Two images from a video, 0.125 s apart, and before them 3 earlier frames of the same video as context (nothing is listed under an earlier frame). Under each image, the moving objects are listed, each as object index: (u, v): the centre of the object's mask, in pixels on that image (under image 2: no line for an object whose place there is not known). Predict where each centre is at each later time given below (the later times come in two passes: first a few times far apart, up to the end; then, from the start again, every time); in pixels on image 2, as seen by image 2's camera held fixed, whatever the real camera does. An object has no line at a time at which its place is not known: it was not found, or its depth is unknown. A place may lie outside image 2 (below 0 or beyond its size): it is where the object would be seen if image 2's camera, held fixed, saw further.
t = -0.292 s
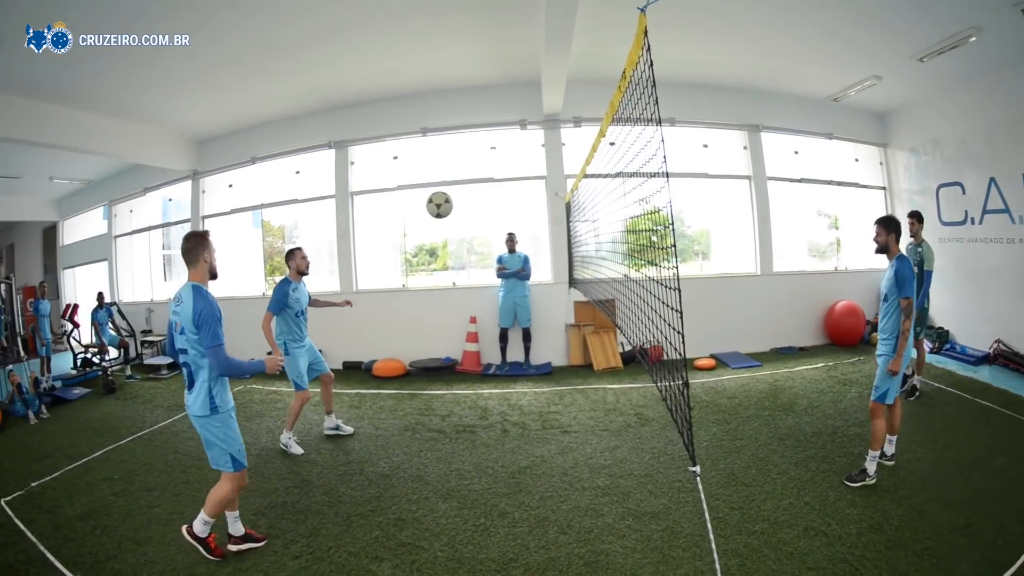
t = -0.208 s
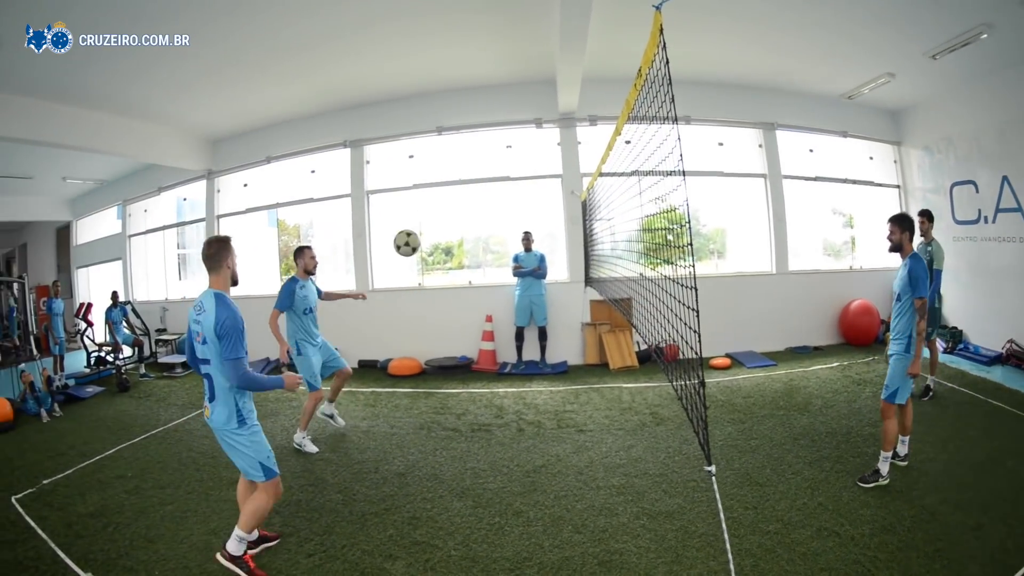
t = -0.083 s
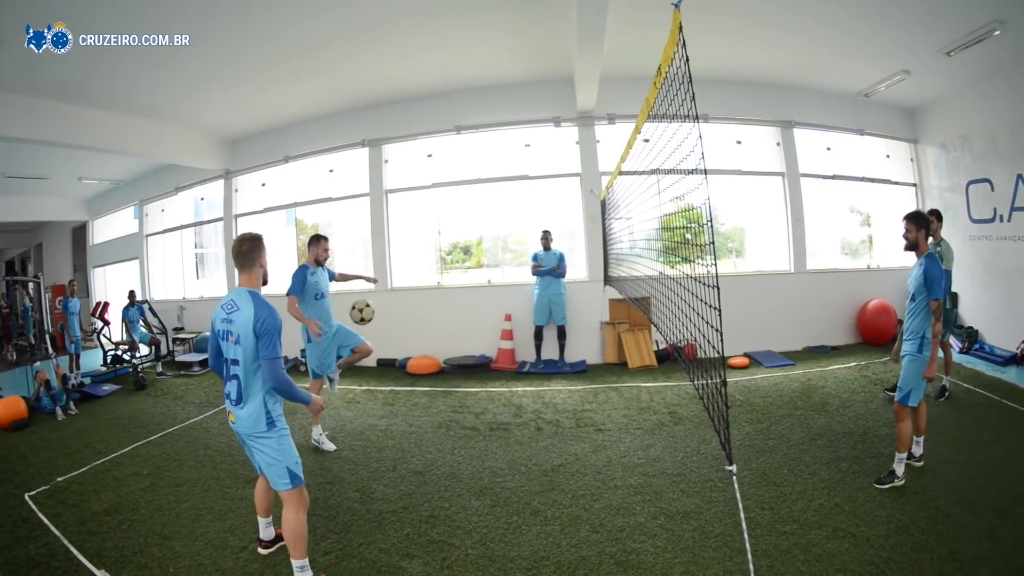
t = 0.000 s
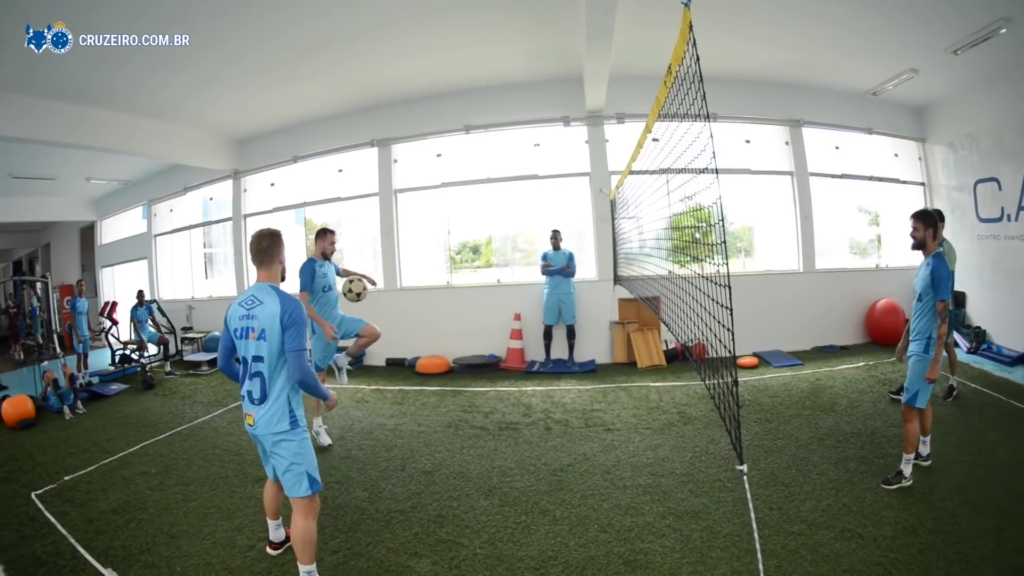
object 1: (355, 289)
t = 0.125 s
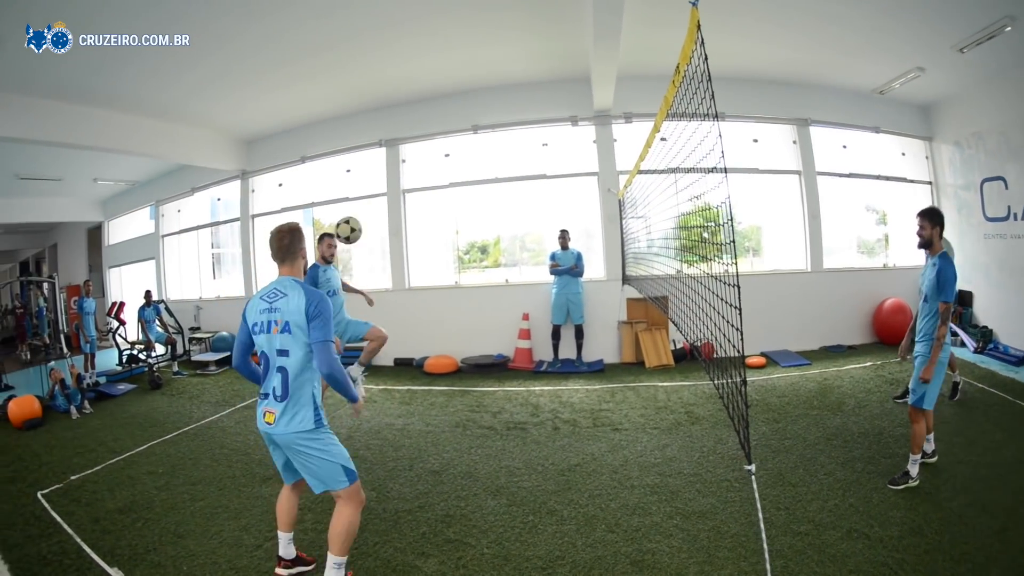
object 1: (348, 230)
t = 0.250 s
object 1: (336, 183)
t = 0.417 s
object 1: (316, 143)
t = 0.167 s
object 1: (344, 213)
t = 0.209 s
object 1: (340, 197)
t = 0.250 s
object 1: (336, 183)
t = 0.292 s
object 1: (332, 170)
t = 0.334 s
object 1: (326, 159)
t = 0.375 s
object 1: (322, 150)
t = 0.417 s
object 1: (316, 143)
